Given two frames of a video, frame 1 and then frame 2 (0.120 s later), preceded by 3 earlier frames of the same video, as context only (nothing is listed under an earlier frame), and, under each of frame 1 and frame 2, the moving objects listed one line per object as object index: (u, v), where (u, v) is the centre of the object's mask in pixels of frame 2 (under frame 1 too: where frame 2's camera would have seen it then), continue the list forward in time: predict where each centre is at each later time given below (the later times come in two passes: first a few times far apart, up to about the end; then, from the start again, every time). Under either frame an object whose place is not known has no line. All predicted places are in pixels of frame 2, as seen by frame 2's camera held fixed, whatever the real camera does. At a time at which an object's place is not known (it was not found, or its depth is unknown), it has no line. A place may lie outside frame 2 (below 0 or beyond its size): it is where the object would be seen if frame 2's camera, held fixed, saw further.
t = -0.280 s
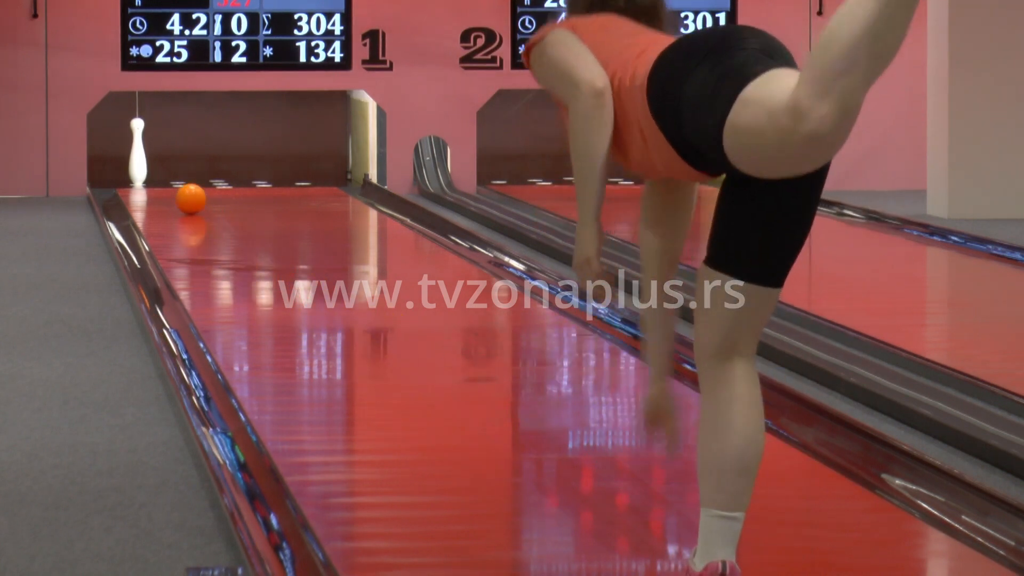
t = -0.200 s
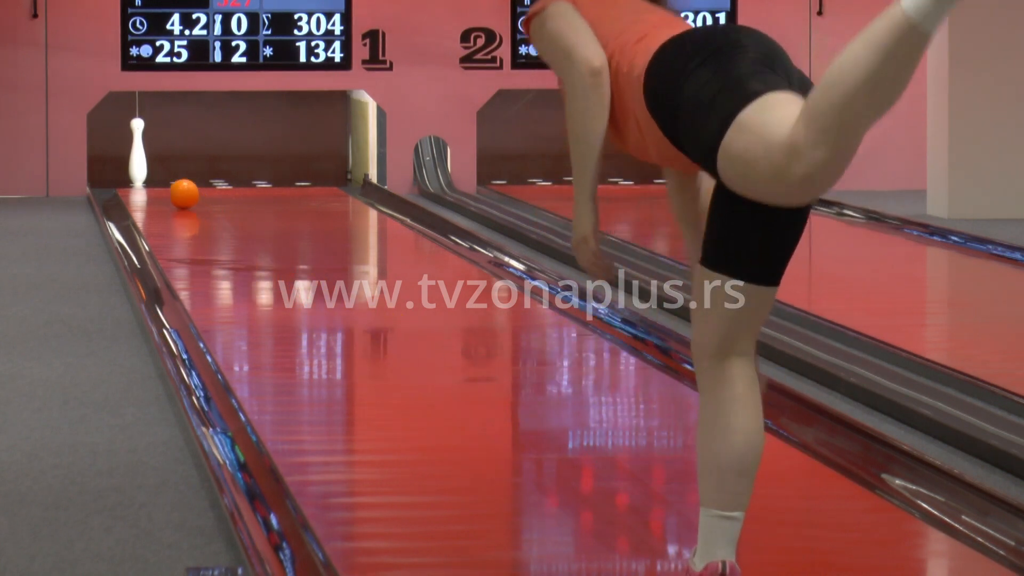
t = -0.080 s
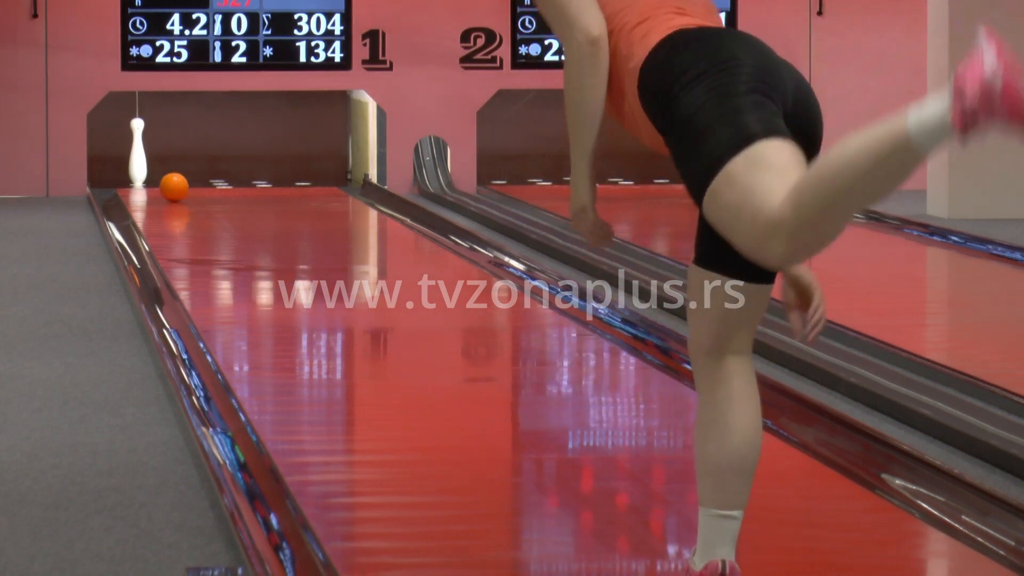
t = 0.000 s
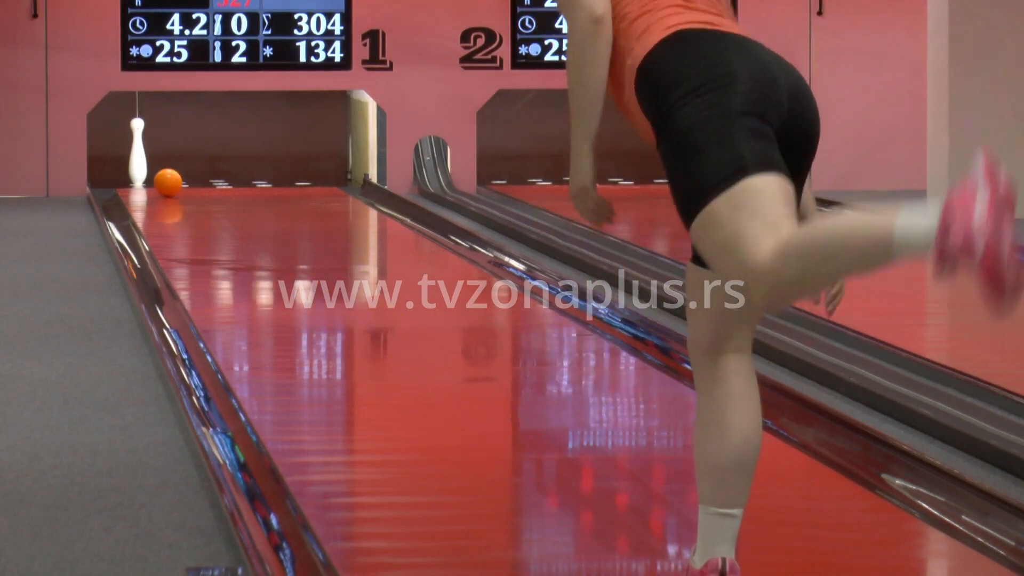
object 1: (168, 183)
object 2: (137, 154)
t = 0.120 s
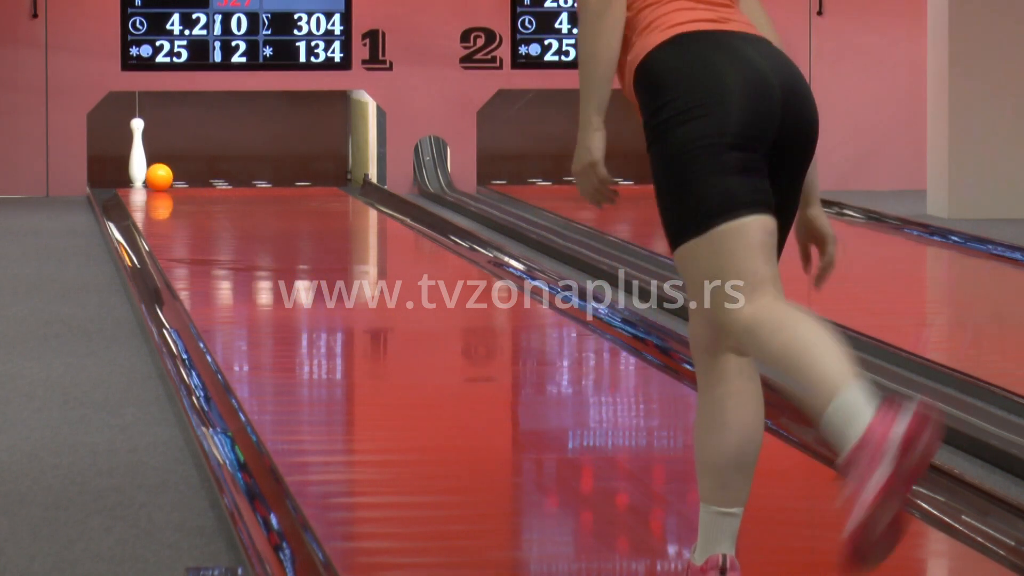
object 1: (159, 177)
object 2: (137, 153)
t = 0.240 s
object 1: (152, 172)
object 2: (136, 151)
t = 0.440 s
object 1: (189, 167)
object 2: (101, 135)
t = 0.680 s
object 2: (123, 148)
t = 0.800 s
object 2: (141, 178)
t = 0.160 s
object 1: (157, 175)
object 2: (137, 153)
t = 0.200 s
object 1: (154, 173)
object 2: (137, 152)
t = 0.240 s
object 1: (152, 172)
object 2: (136, 151)
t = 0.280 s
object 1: (156, 171)
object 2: (125, 152)
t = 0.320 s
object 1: (165, 169)
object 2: (108, 156)
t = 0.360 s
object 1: (174, 168)
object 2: (92, 149)
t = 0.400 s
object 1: (182, 167)
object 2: (94, 141)
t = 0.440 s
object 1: (189, 167)
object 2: (101, 135)
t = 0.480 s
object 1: (197, 167)
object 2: (107, 129)
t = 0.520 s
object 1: (205, 169)
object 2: (111, 124)
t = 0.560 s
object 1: (211, 171)
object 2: (114, 126)
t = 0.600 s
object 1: (219, 175)
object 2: (117, 131)
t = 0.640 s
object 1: (225, 176)
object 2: (120, 138)
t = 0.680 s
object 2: (123, 148)
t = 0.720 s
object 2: (127, 160)
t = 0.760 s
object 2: (132, 172)
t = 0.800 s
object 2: (141, 178)
